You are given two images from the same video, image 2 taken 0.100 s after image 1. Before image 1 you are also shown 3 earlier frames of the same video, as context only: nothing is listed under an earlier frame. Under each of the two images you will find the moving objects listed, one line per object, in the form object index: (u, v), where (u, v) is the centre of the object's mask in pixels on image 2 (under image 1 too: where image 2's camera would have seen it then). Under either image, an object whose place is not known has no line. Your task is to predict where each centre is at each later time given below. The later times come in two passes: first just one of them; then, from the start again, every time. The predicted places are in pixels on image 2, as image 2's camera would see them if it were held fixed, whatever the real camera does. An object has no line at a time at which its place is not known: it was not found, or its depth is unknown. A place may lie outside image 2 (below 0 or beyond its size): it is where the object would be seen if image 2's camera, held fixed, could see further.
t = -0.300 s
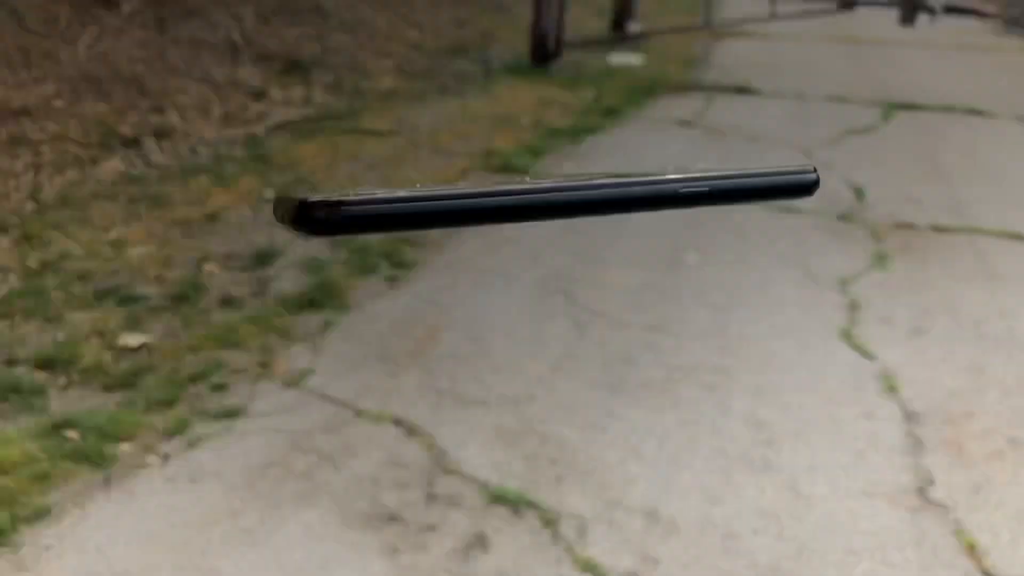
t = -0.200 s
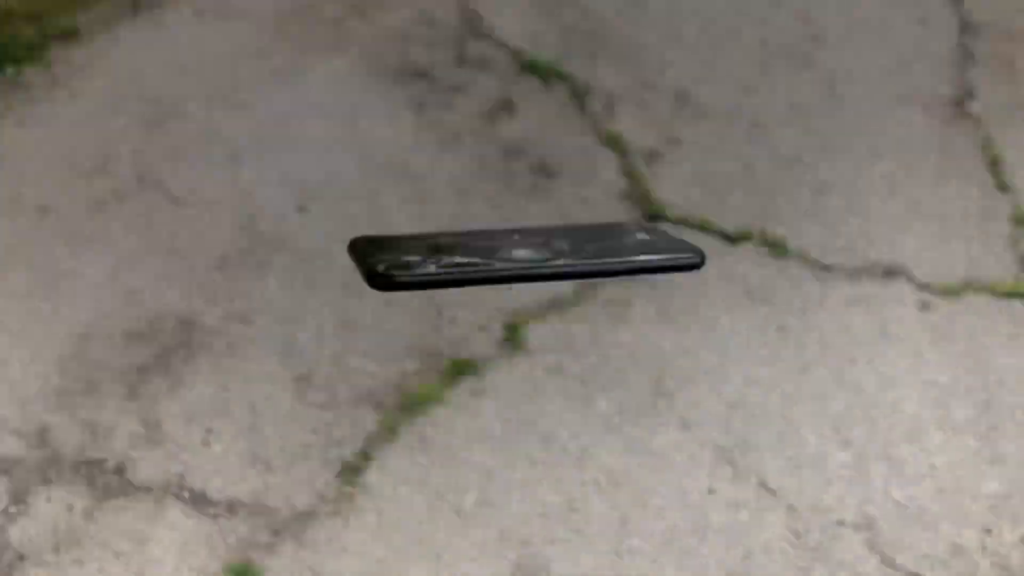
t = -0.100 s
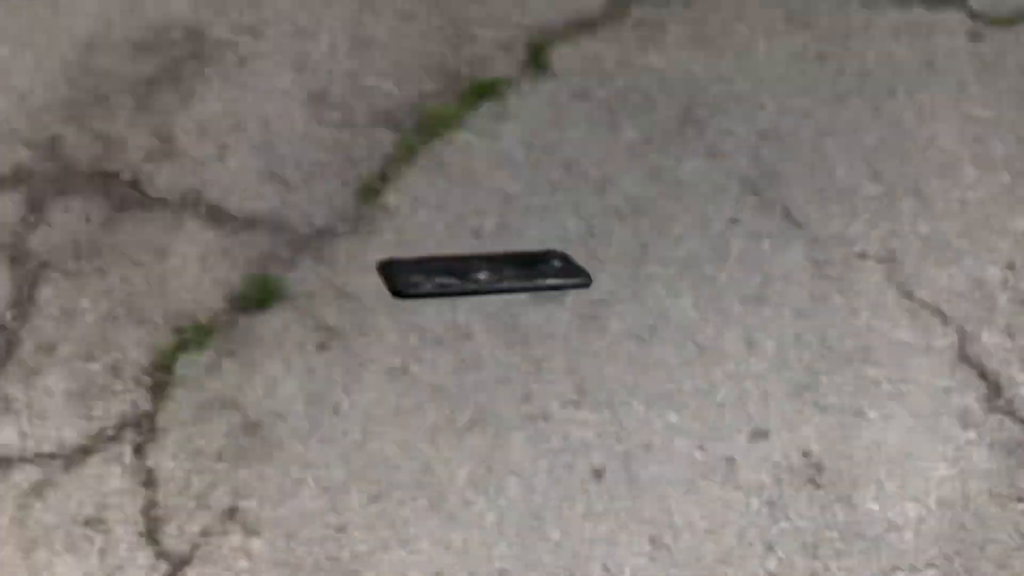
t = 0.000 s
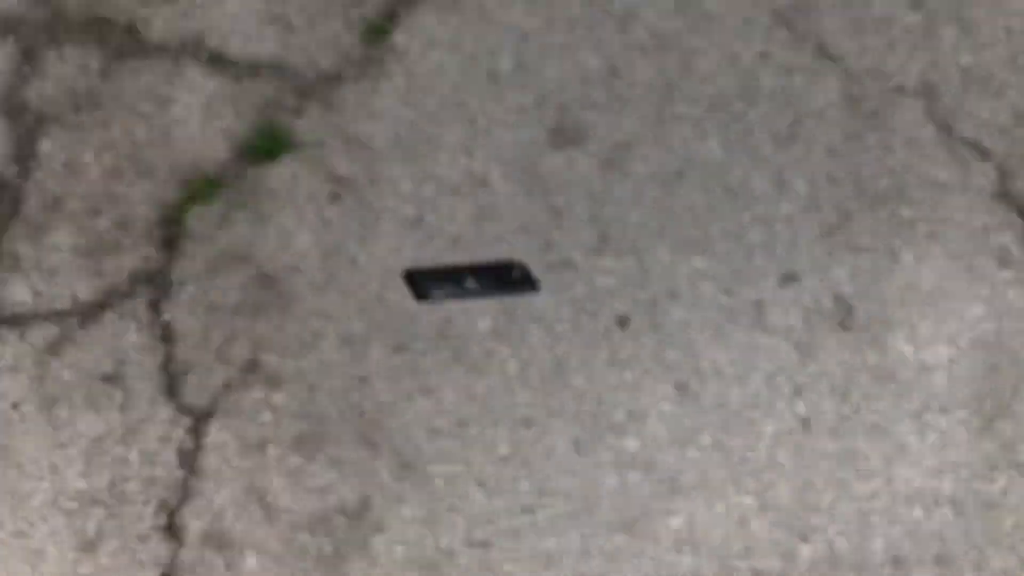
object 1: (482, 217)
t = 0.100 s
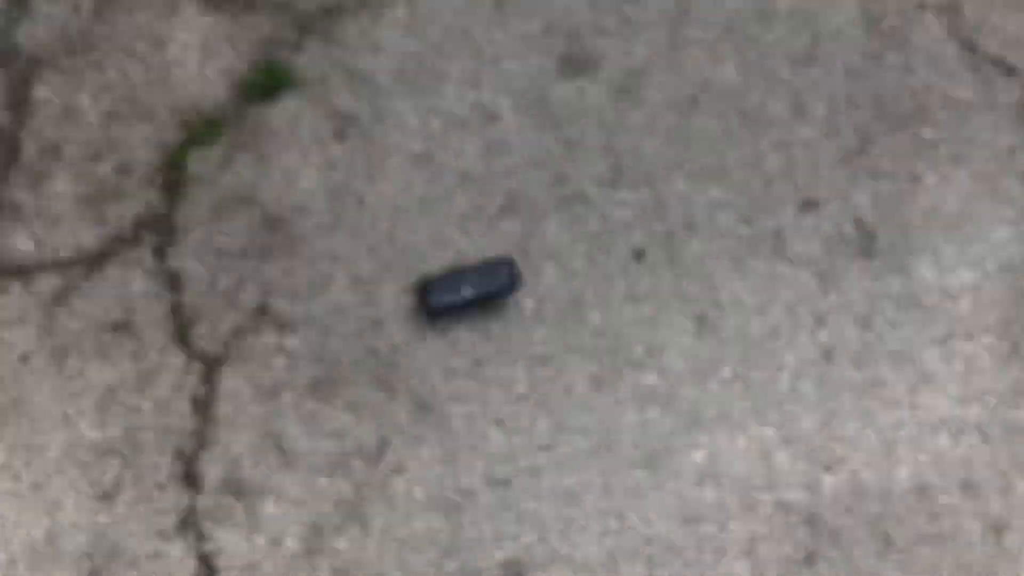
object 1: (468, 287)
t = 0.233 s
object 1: (465, 258)
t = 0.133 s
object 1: (468, 275)
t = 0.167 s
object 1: (466, 267)
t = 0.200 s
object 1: (466, 262)
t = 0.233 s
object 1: (465, 258)
